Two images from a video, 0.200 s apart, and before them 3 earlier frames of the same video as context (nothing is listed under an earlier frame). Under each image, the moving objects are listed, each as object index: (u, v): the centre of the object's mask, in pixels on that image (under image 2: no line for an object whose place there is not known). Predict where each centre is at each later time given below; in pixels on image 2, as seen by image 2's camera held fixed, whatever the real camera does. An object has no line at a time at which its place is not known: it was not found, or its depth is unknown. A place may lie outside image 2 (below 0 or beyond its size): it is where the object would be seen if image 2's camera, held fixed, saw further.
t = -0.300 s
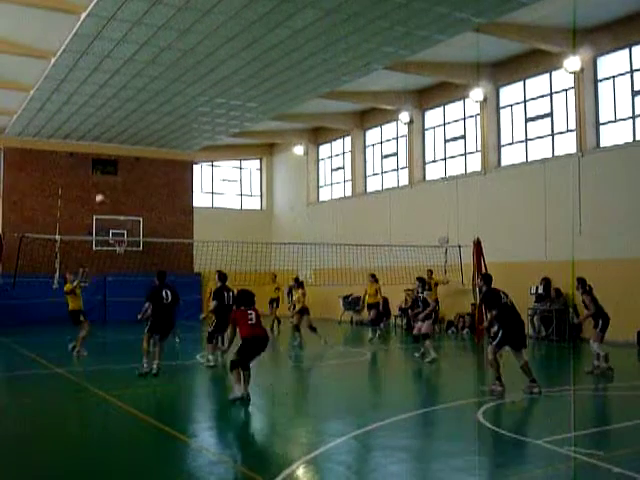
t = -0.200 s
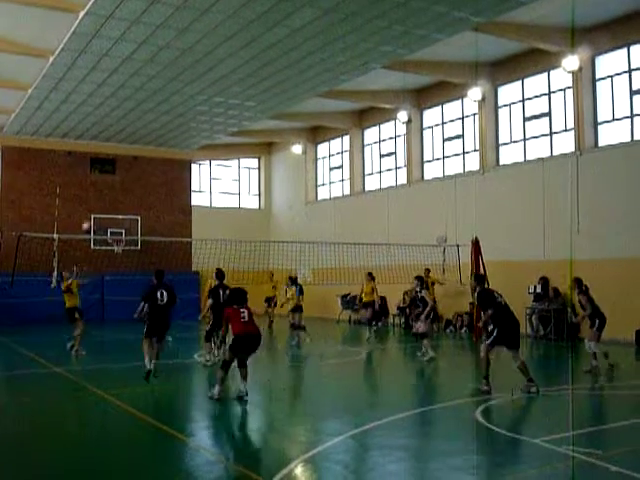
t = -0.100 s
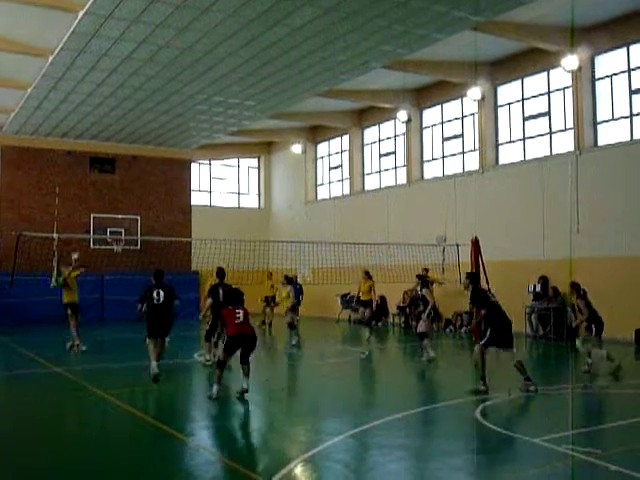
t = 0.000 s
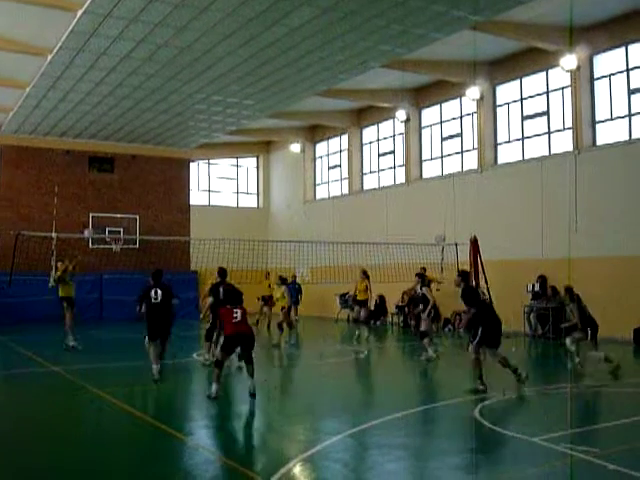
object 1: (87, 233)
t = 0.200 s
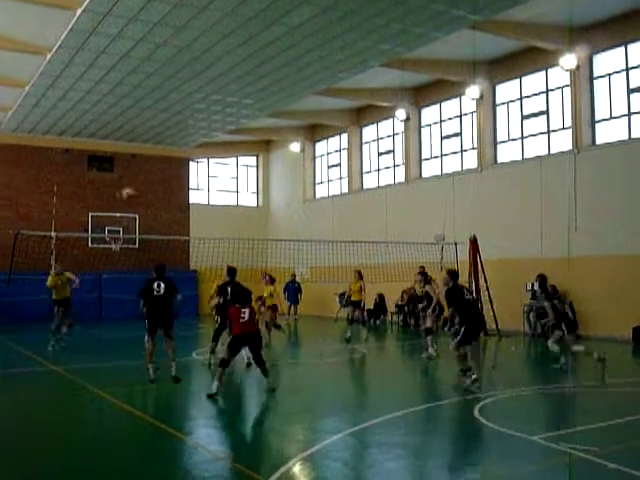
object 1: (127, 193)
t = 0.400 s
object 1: (172, 171)
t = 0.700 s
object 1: (255, 189)
